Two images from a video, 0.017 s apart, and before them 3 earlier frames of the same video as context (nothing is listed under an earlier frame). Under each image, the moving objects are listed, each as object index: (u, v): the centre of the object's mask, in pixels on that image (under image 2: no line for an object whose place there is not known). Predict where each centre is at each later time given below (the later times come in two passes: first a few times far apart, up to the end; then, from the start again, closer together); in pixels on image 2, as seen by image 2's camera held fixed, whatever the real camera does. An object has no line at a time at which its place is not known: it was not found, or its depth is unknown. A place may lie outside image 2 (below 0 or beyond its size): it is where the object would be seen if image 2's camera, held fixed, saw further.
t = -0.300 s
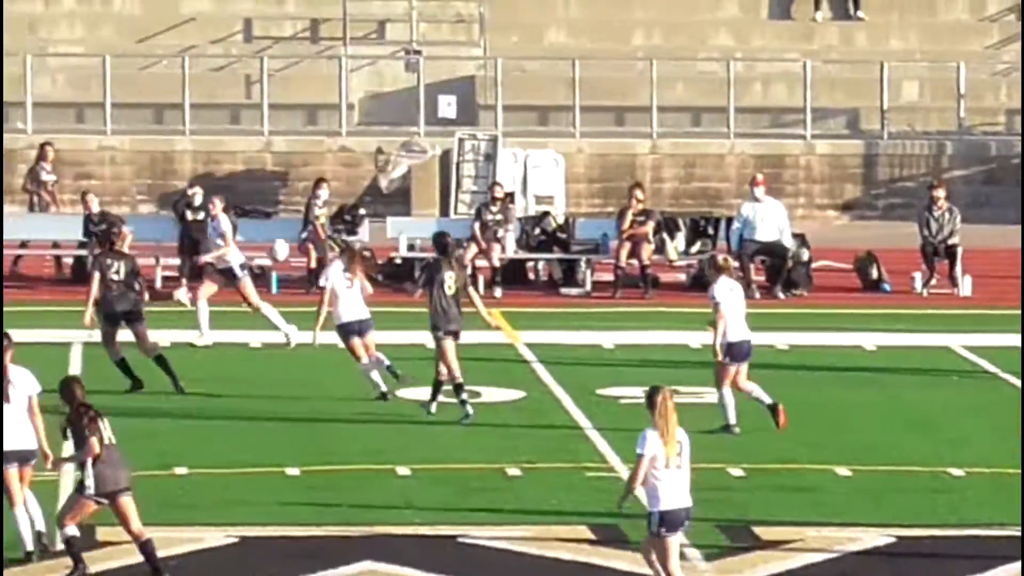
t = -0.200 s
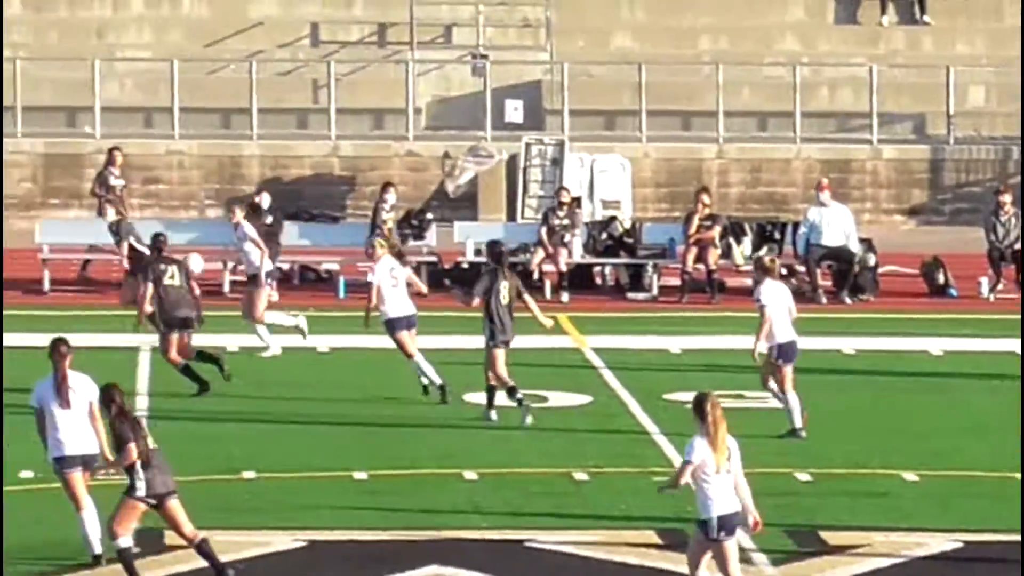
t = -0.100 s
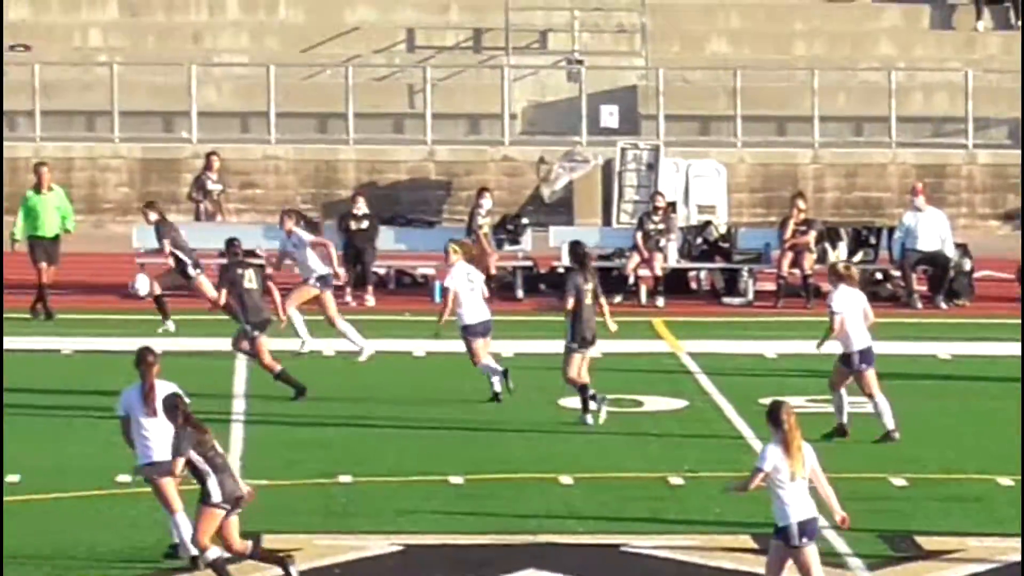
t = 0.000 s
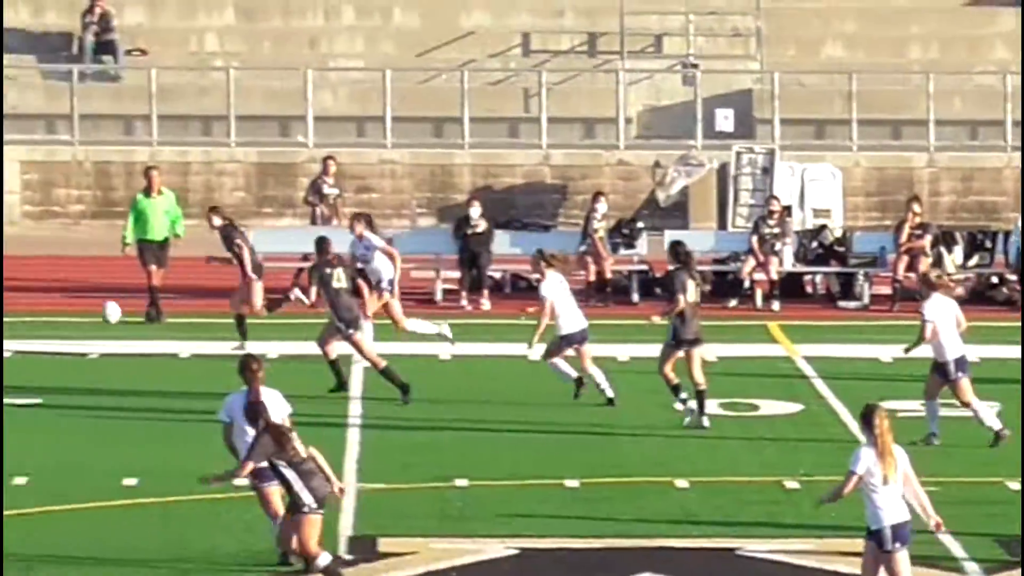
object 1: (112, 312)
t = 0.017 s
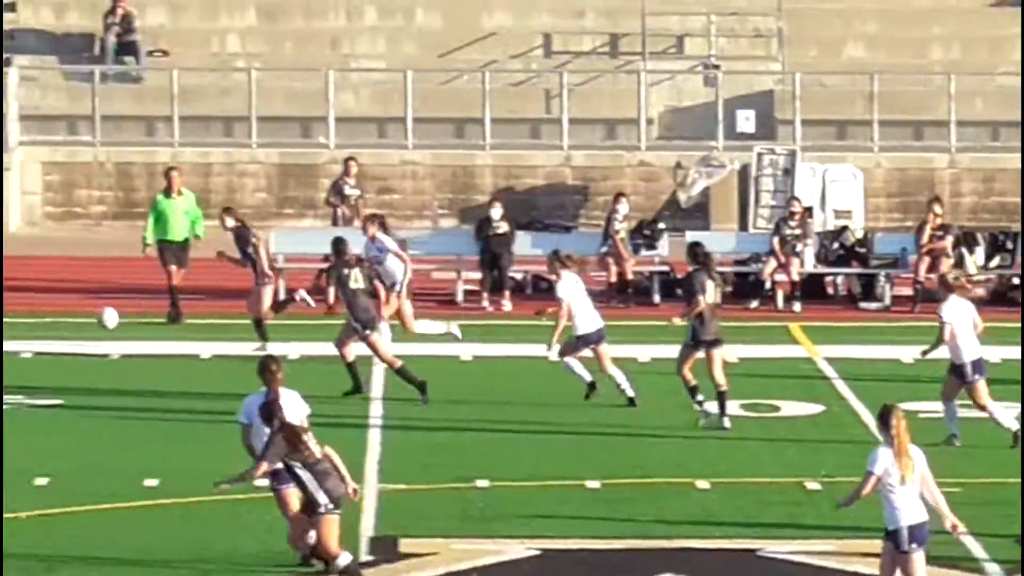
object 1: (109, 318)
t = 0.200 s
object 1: (-139, 333)
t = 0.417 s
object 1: (-392, 309)
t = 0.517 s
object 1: (-509, 313)
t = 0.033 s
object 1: (85, 322)
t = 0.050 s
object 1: (59, 328)
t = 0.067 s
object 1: (35, 333)
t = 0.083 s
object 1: (9, 339)
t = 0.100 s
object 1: (-15, 344)
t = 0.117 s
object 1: (-41, 351)
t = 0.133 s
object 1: (-62, 352)
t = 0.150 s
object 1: (-82, 347)
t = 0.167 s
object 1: (-102, 342)
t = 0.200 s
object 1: (-139, 333)
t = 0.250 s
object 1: (-198, 323)
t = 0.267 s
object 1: (-217, 321)
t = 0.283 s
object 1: (-236, 318)
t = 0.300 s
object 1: (-256, 316)
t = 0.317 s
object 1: (-275, 314)
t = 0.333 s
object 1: (-294, 312)
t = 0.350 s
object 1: (-314, 311)
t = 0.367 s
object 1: (-333, 309)
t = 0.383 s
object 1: (-353, 309)
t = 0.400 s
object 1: (-372, 309)
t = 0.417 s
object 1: (-392, 309)
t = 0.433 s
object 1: (-411, 309)
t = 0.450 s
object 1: (-430, 309)
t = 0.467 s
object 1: (-450, 309)
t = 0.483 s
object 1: (-469, 310)
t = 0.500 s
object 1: (-489, 311)
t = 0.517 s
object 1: (-509, 313)
